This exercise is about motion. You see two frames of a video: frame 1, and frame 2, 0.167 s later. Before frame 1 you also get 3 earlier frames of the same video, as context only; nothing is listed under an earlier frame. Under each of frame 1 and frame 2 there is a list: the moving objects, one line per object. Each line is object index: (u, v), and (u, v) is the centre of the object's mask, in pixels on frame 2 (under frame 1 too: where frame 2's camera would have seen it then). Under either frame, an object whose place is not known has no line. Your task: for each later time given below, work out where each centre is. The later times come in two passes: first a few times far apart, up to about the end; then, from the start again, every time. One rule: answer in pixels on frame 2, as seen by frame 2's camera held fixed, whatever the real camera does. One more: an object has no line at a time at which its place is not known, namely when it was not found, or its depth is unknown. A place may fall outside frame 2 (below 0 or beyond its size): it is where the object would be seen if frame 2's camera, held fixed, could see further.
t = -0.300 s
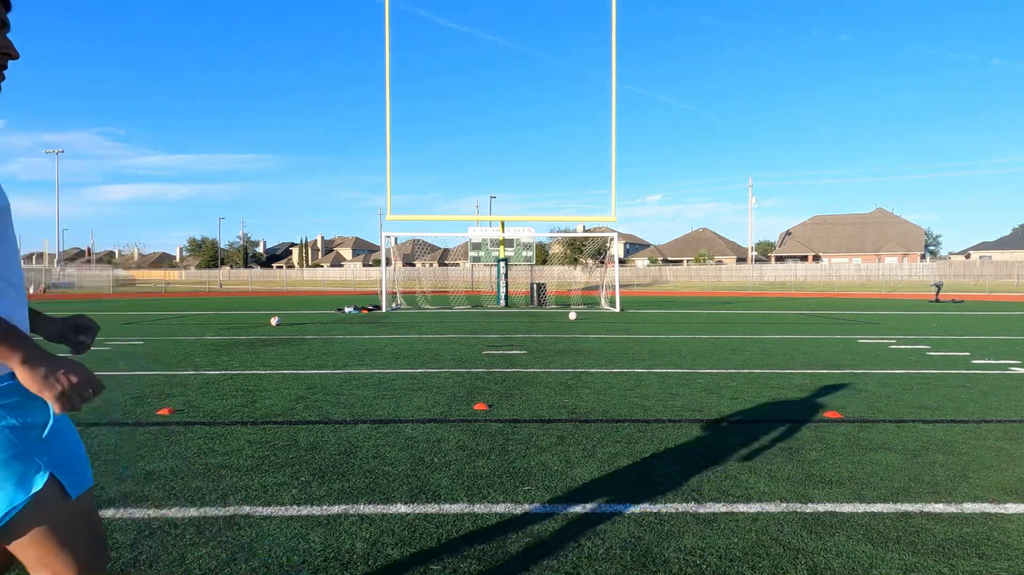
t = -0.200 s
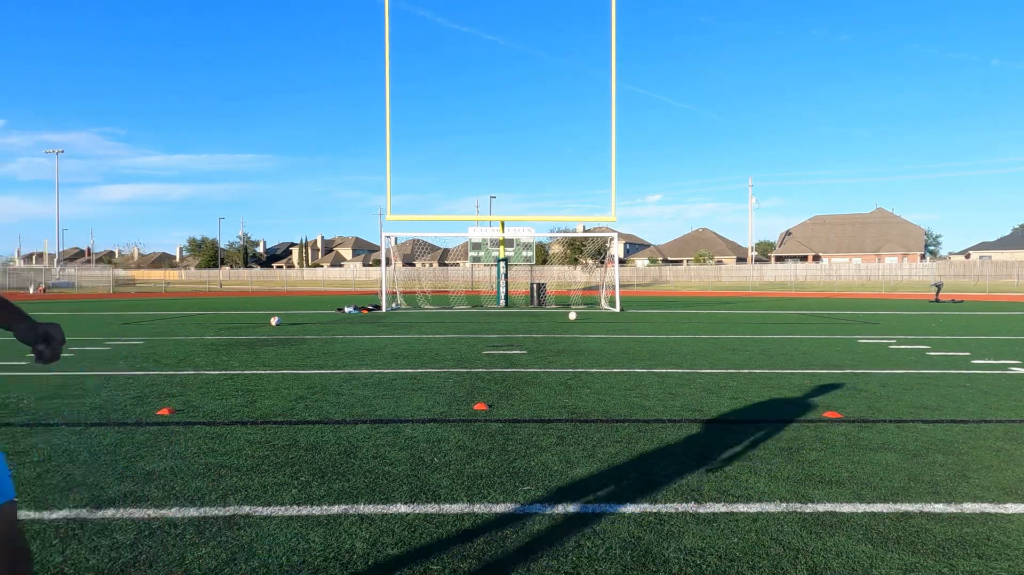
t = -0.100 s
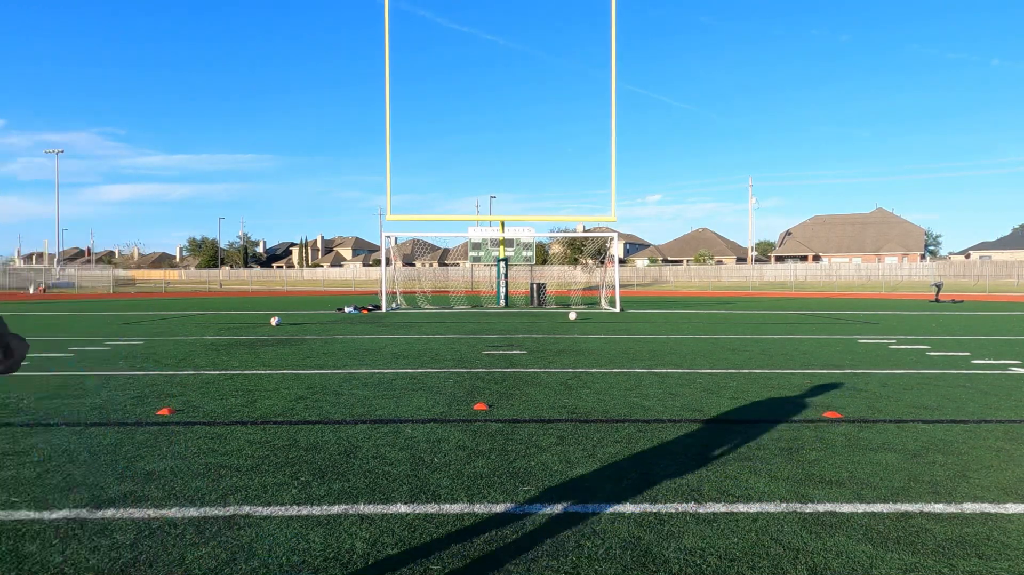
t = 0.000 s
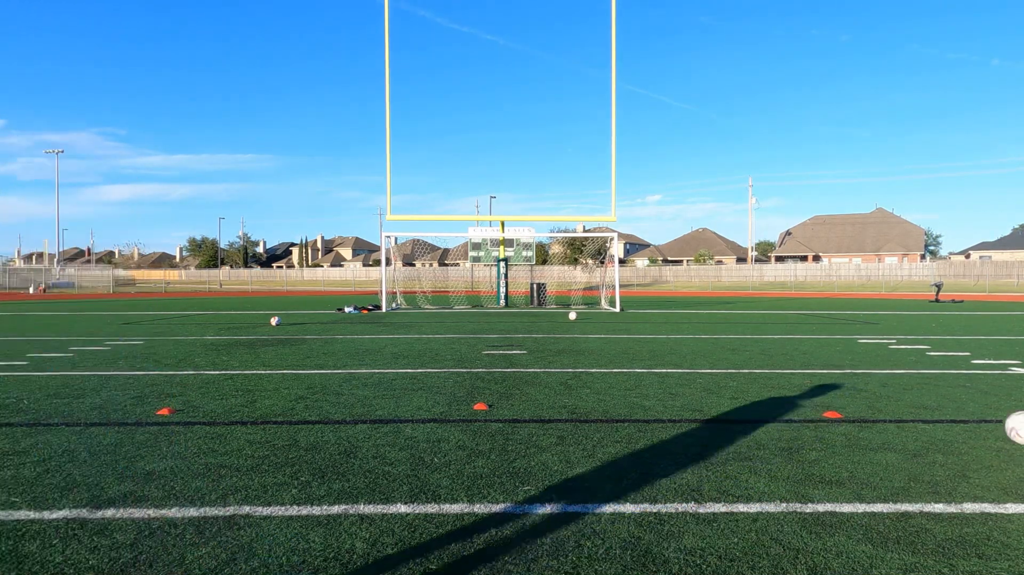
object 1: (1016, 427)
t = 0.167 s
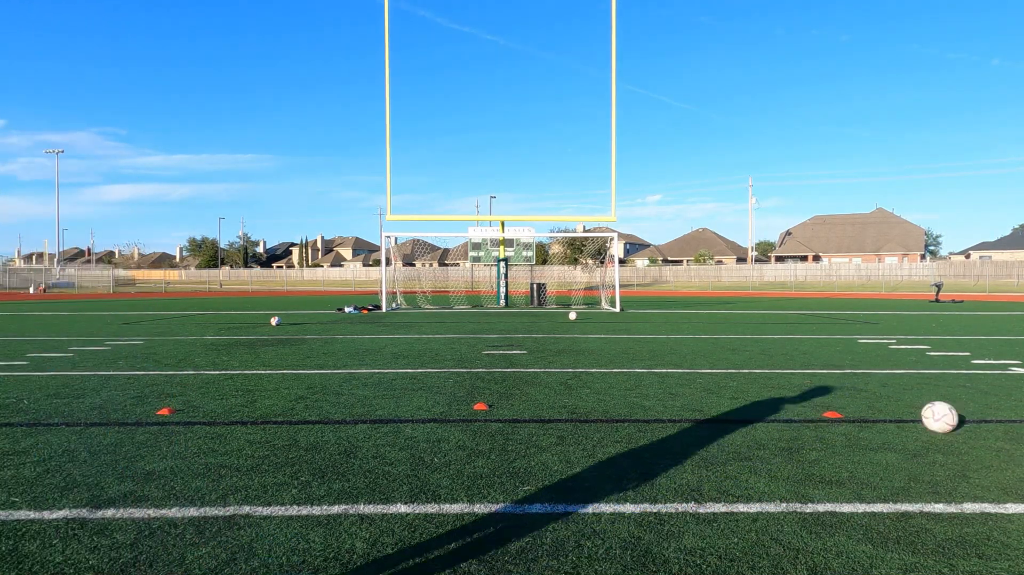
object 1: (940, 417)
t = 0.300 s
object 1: (888, 411)
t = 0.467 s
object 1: (833, 405)
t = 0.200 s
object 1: (926, 415)
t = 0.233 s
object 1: (913, 414)
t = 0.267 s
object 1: (900, 413)
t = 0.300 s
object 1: (888, 411)
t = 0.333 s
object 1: (876, 410)
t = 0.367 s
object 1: (865, 408)
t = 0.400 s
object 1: (854, 406)
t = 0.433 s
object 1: (844, 405)
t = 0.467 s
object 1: (833, 405)
